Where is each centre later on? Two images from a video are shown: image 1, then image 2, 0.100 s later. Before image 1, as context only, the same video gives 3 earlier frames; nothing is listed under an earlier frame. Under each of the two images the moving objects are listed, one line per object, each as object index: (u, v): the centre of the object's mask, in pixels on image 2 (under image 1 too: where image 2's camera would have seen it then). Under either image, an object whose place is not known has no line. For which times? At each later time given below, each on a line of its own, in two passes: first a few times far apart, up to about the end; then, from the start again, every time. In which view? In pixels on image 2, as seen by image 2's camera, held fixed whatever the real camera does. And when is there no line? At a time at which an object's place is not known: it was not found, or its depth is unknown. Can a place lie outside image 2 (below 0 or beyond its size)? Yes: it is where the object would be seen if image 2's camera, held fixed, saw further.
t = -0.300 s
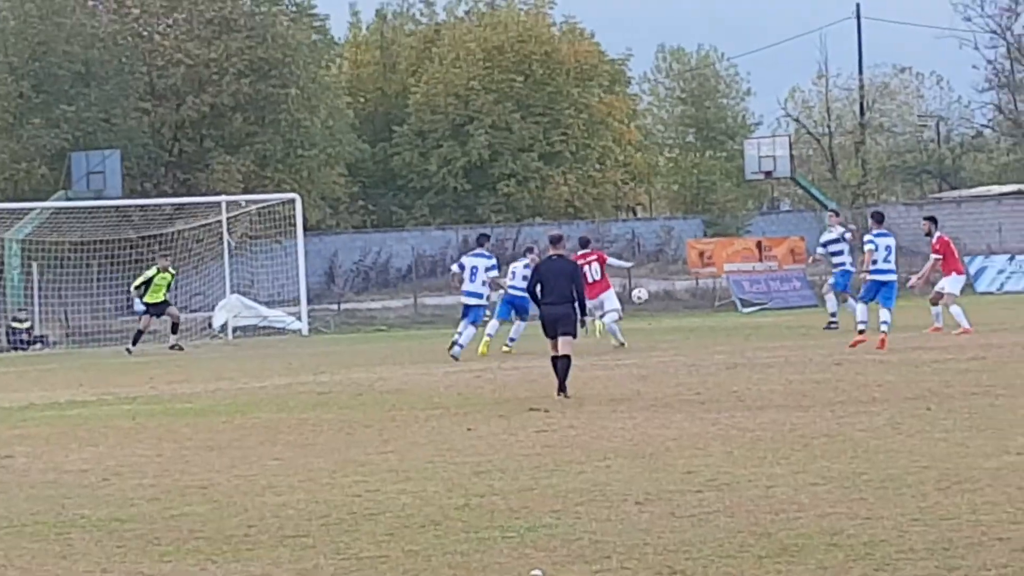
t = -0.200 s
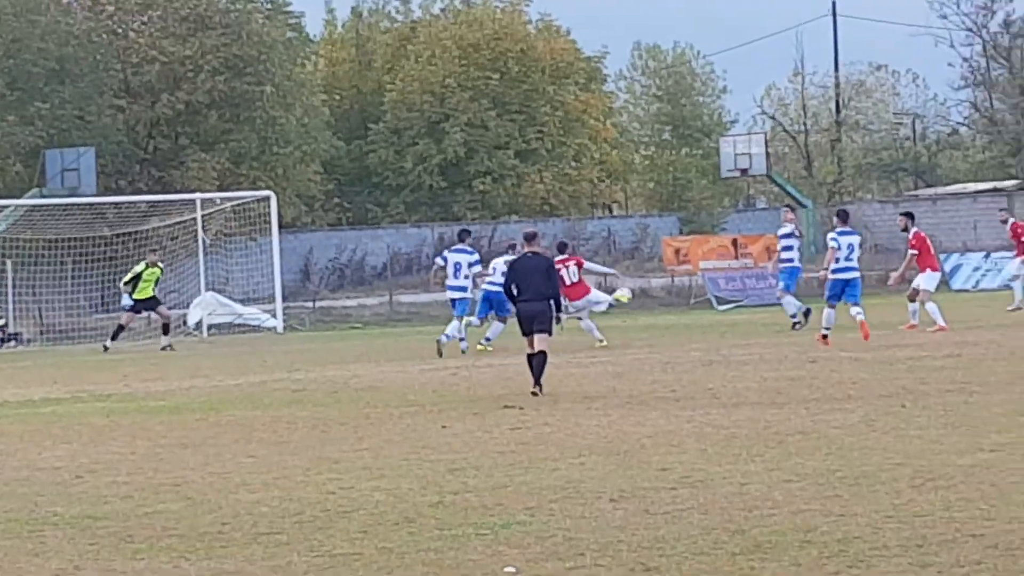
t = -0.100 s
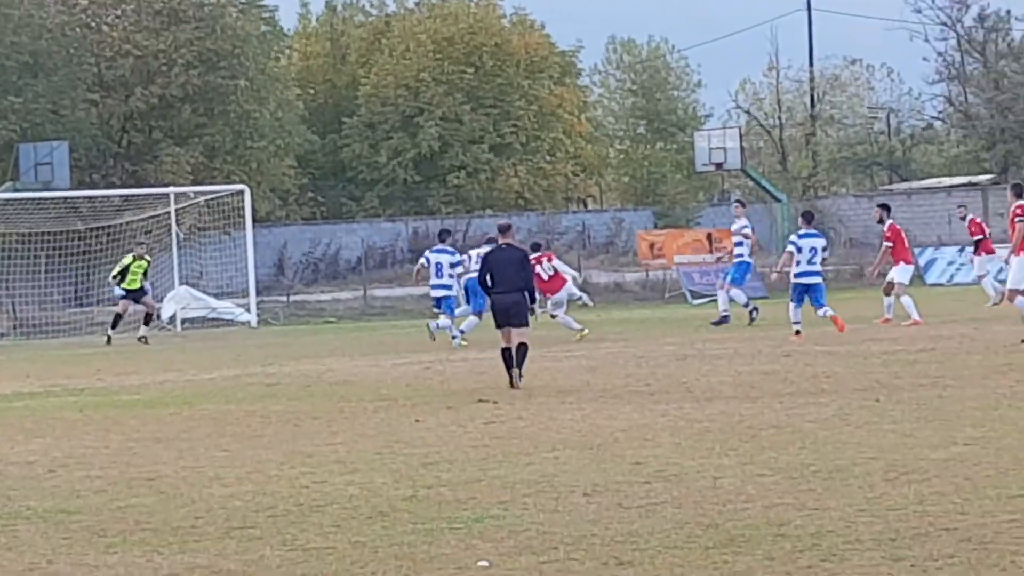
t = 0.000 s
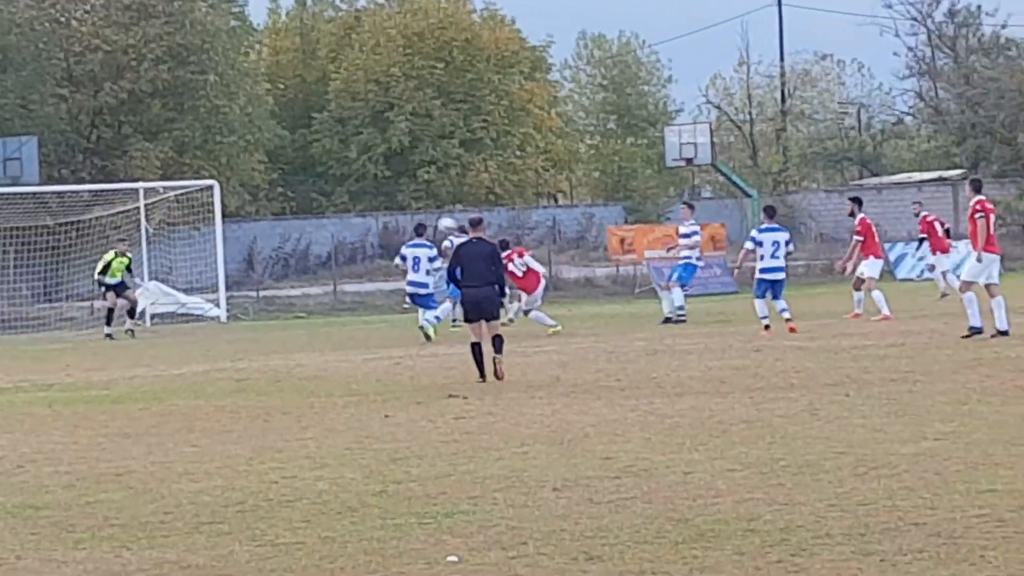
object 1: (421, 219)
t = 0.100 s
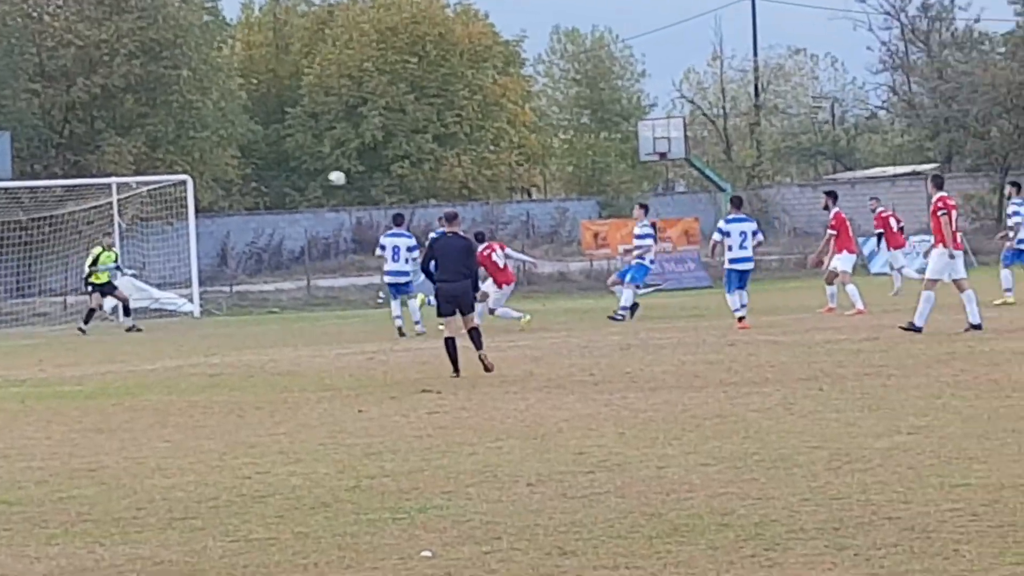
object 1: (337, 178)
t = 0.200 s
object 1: (263, 144)
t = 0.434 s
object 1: (123, 90)
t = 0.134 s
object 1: (311, 166)
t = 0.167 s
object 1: (286, 155)
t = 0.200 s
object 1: (263, 144)
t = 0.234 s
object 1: (240, 134)
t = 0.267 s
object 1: (219, 125)
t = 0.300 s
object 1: (198, 117)
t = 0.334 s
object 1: (179, 109)
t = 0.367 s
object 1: (160, 102)
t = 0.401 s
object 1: (143, 95)
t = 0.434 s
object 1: (123, 90)
